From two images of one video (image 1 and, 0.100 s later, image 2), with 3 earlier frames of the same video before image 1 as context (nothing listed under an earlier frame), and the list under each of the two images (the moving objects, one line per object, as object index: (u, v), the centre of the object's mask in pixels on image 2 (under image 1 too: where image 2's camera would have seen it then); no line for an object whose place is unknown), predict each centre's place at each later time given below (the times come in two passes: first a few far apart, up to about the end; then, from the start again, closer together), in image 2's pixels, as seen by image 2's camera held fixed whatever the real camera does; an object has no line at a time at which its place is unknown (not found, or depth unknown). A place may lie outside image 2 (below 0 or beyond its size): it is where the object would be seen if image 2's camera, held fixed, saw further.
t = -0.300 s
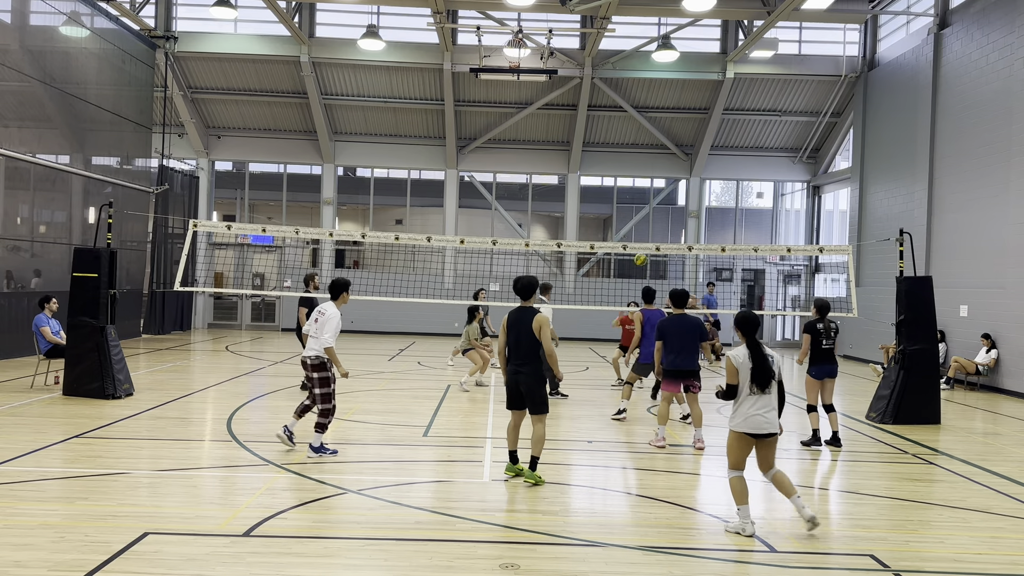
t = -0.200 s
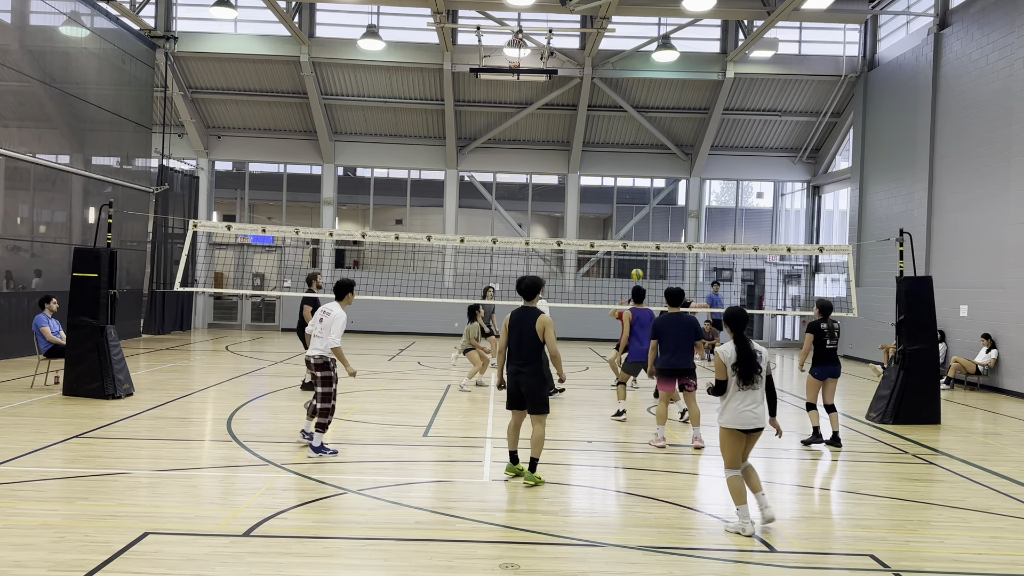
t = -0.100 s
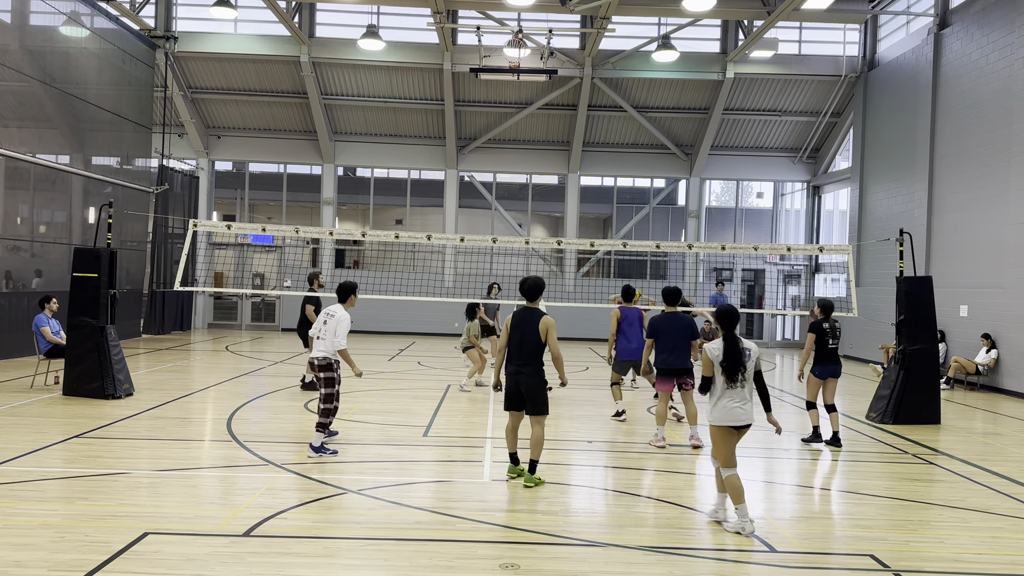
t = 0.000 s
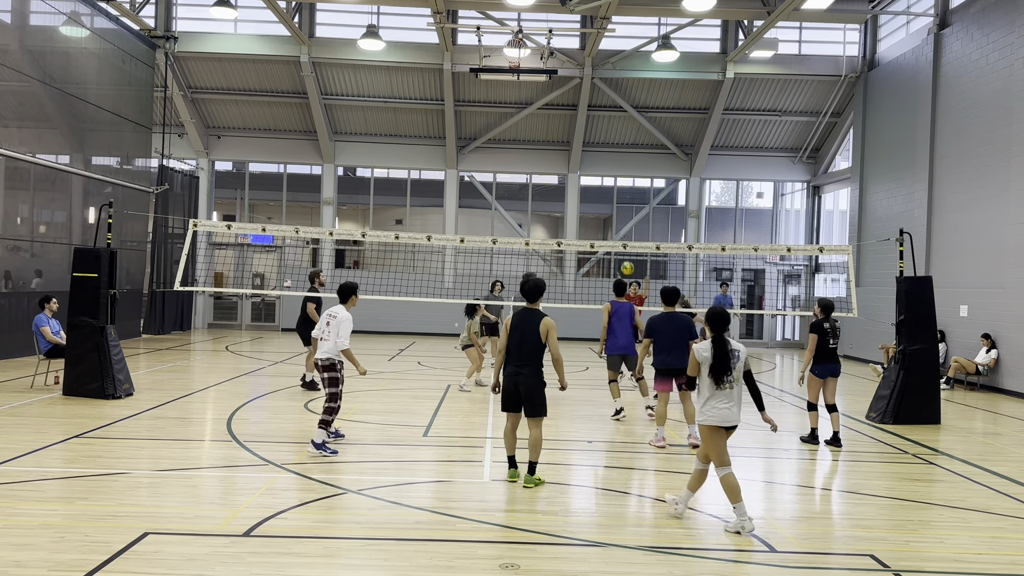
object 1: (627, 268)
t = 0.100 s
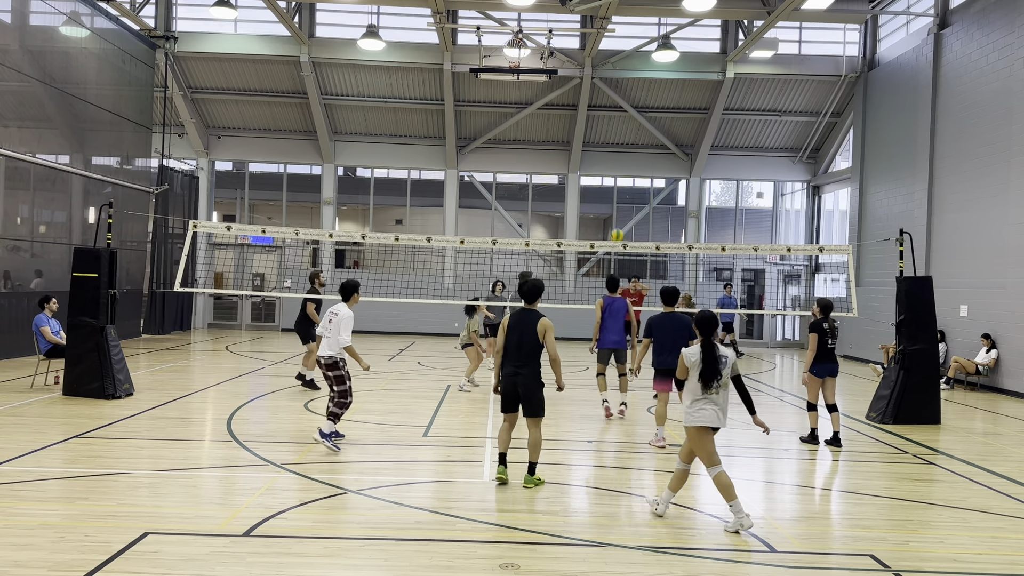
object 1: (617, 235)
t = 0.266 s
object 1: (597, 193)
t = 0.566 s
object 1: (550, 151)
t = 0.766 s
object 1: (506, 161)
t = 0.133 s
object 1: (613, 226)
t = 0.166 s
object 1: (610, 217)
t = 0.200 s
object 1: (606, 208)
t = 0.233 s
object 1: (601, 199)
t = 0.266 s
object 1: (597, 193)
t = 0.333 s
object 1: (588, 179)
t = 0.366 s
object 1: (584, 172)
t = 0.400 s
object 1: (579, 168)
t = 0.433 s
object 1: (574, 163)
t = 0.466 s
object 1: (568, 159)
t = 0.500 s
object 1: (563, 156)
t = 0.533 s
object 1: (557, 153)
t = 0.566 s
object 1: (550, 151)
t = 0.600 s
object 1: (544, 150)
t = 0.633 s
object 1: (537, 151)
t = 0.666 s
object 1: (530, 151)
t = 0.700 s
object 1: (522, 153)
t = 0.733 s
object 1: (514, 157)
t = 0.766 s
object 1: (506, 161)
